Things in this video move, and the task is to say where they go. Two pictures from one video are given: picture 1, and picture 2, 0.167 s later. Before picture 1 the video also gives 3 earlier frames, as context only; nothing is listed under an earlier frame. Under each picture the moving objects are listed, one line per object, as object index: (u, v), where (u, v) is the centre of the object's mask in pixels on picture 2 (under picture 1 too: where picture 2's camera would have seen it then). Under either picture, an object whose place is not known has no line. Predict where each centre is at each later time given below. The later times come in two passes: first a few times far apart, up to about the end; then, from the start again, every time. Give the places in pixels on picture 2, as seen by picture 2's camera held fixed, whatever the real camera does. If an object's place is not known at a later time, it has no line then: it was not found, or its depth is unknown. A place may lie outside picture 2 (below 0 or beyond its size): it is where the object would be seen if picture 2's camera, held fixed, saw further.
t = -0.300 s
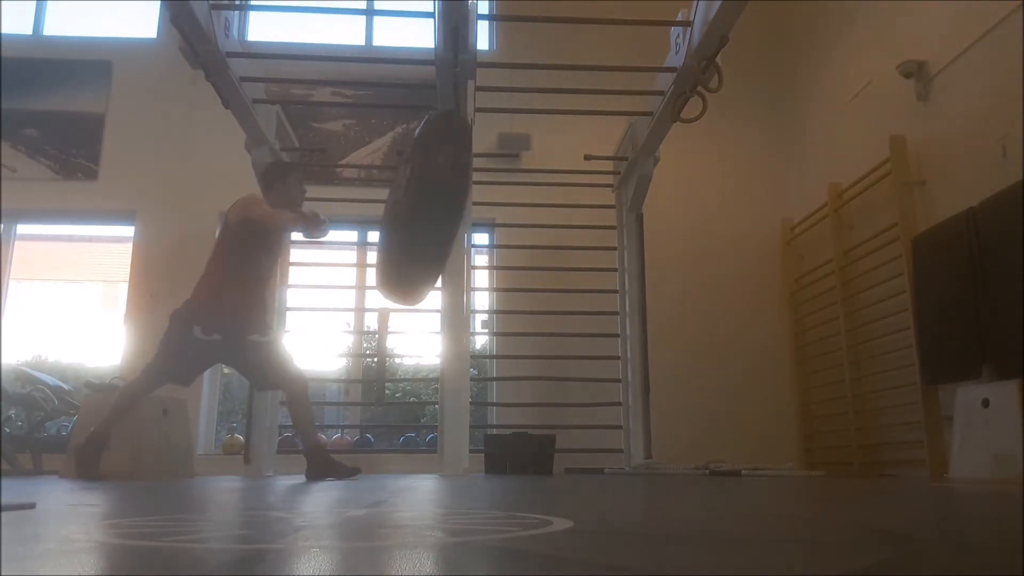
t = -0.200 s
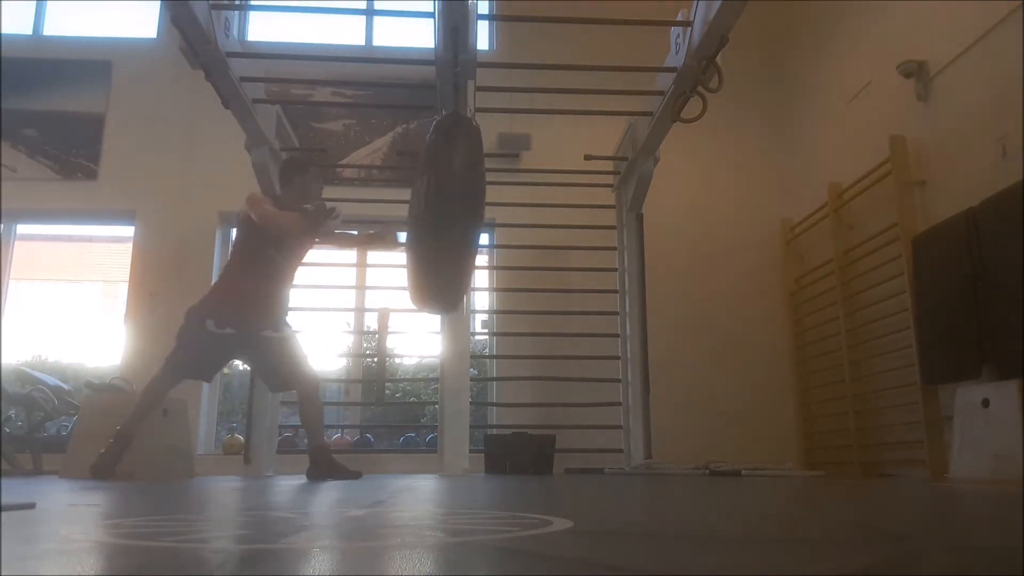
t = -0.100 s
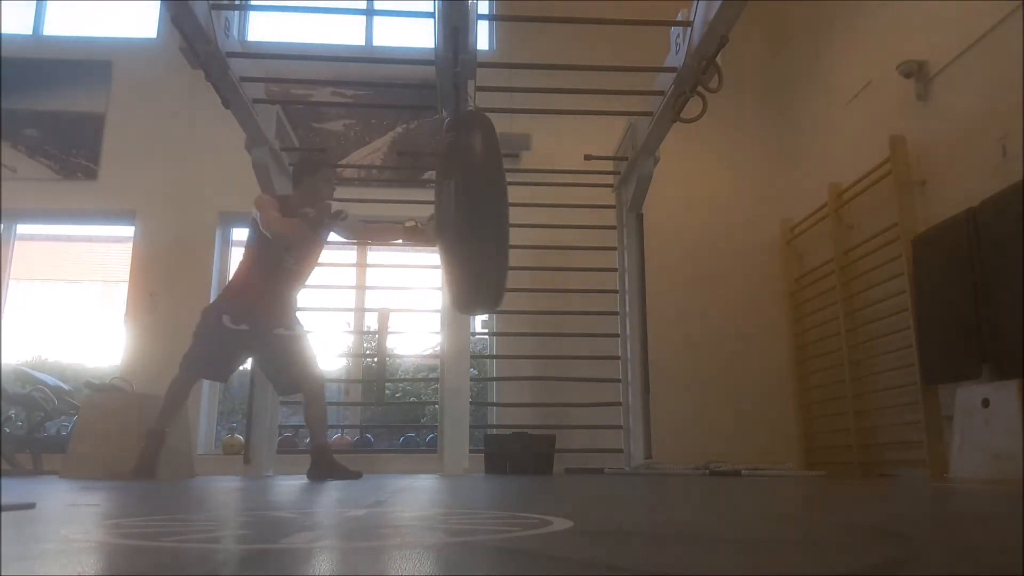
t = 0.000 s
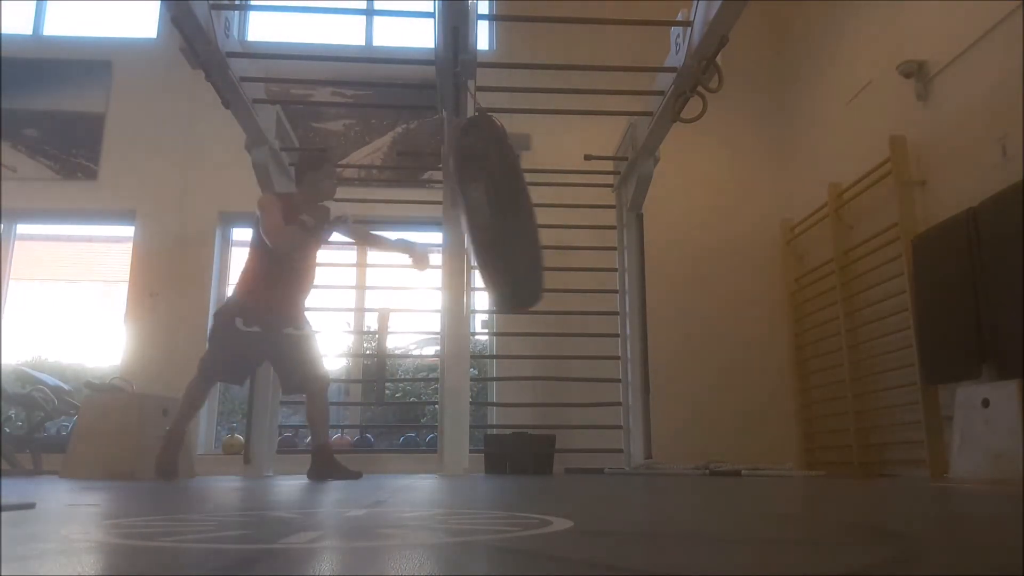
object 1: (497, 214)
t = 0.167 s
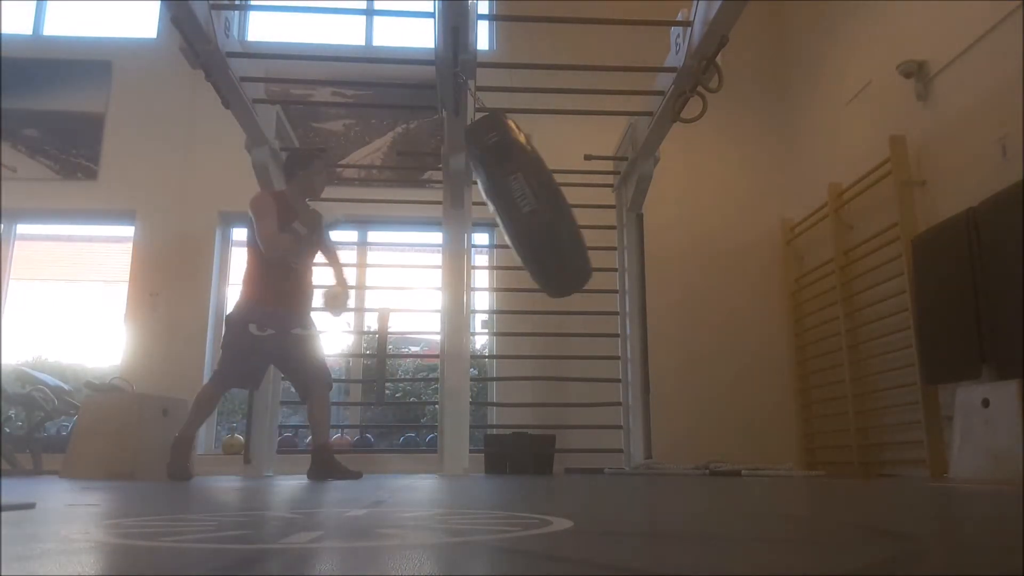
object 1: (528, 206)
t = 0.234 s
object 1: (536, 201)
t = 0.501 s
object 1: (535, 203)
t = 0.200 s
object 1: (533, 204)
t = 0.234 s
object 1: (536, 201)
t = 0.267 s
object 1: (539, 199)
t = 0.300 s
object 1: (540, 198)
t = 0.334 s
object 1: (542, 198)
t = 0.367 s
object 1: (542, 199)
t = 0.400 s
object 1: (541, 199)
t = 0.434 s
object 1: (540, 200)
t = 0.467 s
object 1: (537, 202)
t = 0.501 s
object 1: (535, 203)
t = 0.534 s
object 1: (532, 204)
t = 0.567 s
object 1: (529, 207)
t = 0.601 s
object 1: (525, 208)
